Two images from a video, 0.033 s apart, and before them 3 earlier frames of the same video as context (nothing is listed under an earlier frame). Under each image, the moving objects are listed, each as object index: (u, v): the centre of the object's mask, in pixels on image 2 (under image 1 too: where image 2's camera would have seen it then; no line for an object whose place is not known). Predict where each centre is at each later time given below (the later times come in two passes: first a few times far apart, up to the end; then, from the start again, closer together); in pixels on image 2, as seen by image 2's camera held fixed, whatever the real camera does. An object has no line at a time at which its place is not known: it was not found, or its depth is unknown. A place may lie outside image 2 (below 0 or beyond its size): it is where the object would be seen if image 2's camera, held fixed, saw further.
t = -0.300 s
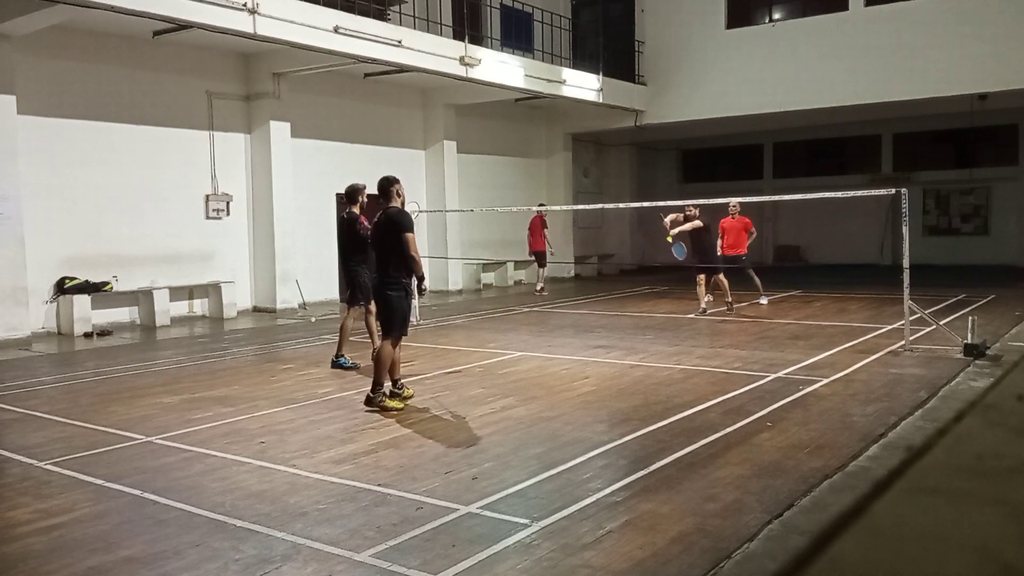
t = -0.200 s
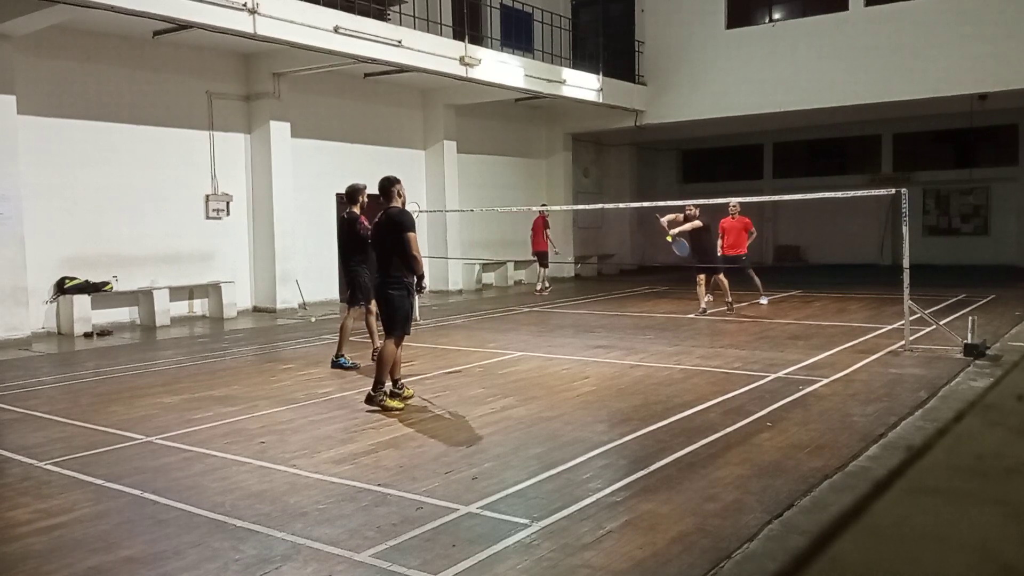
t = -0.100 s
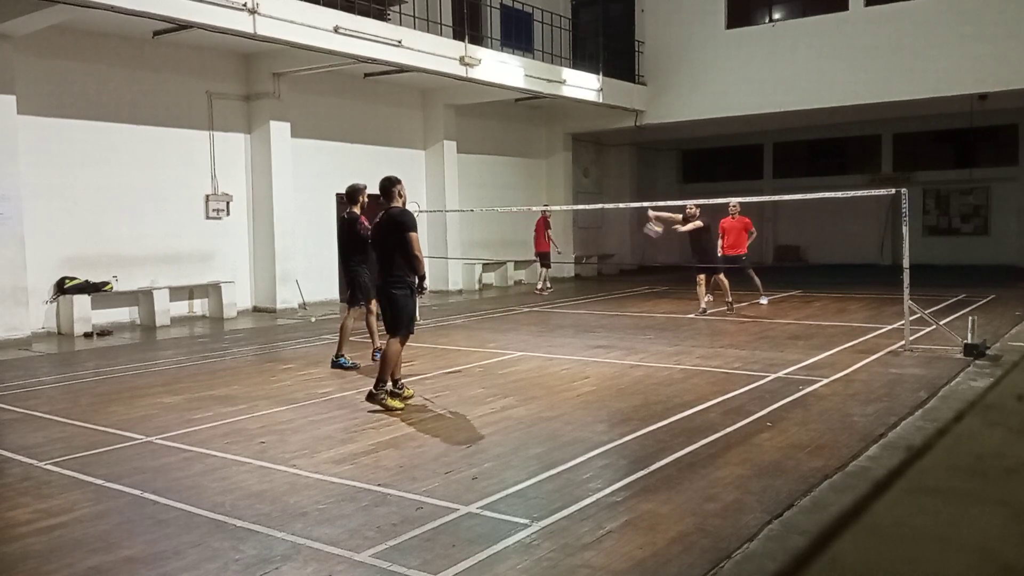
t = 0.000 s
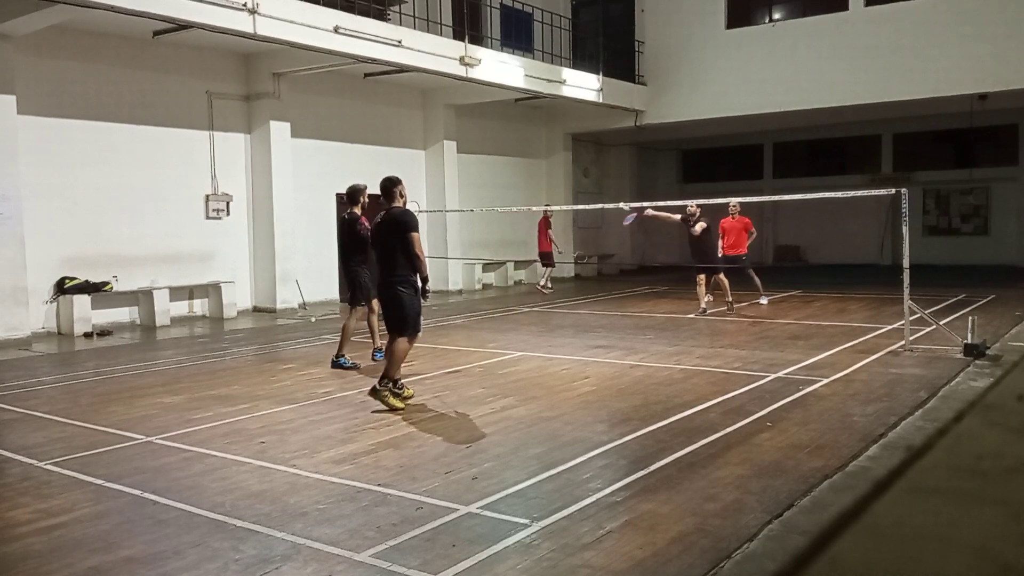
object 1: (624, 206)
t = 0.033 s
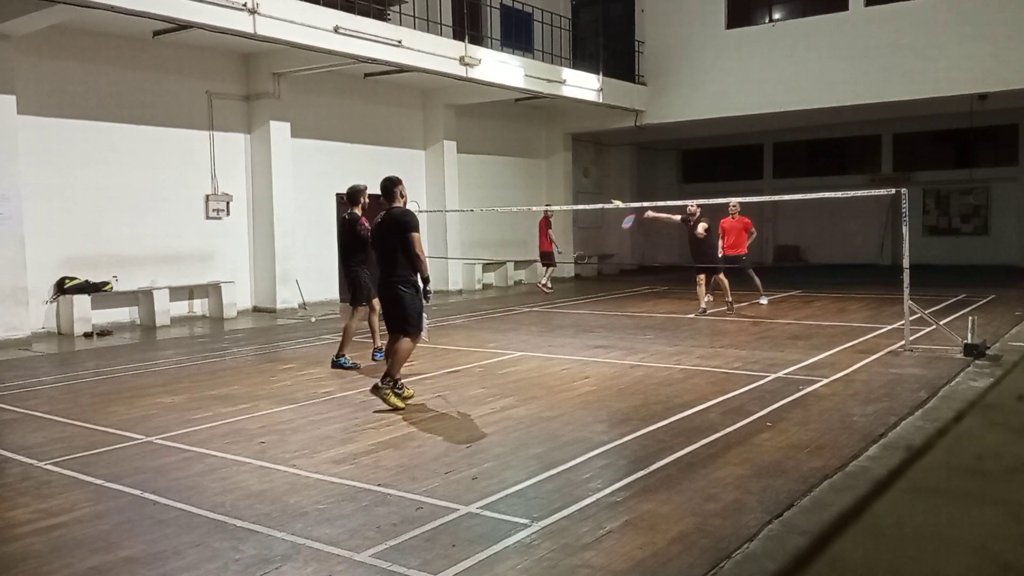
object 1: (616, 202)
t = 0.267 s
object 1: (557, 191)
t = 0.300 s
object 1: (549, 194)
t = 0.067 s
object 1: (607, 199)
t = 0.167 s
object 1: (584, 196)
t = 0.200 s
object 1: (579, 195)
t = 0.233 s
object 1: (566, 190)
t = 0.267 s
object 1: (557, 191)
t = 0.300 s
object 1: (549, 194)
